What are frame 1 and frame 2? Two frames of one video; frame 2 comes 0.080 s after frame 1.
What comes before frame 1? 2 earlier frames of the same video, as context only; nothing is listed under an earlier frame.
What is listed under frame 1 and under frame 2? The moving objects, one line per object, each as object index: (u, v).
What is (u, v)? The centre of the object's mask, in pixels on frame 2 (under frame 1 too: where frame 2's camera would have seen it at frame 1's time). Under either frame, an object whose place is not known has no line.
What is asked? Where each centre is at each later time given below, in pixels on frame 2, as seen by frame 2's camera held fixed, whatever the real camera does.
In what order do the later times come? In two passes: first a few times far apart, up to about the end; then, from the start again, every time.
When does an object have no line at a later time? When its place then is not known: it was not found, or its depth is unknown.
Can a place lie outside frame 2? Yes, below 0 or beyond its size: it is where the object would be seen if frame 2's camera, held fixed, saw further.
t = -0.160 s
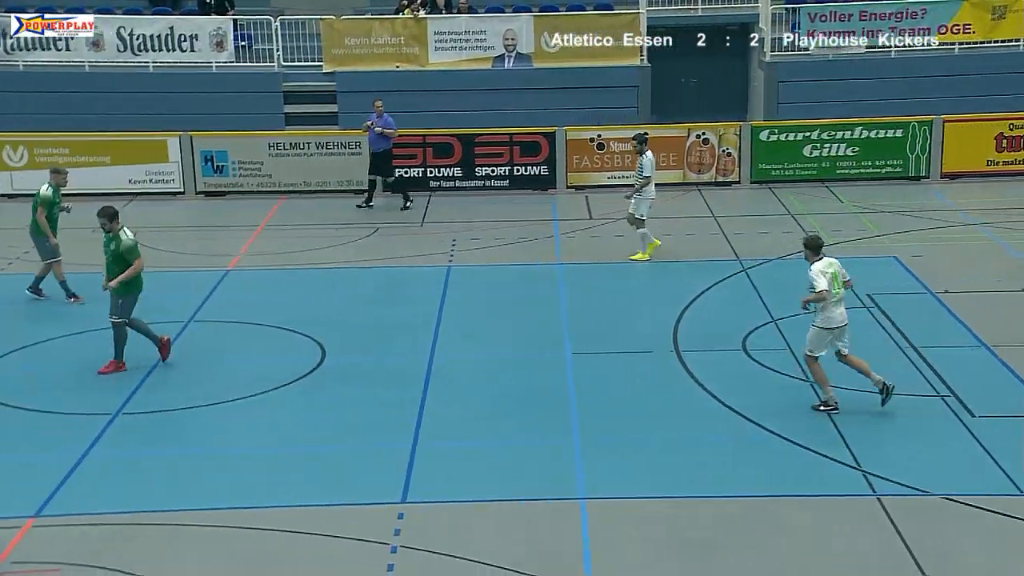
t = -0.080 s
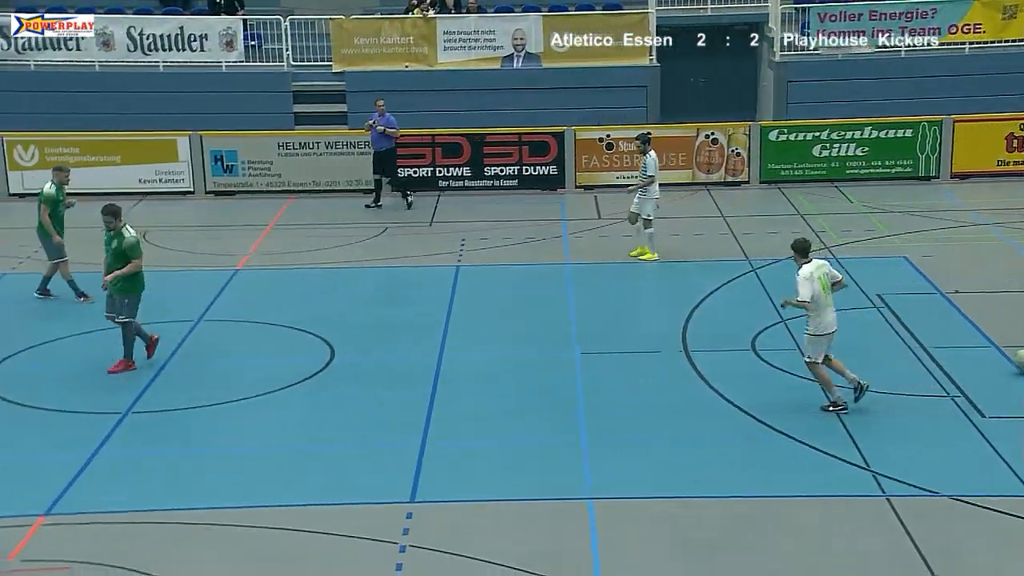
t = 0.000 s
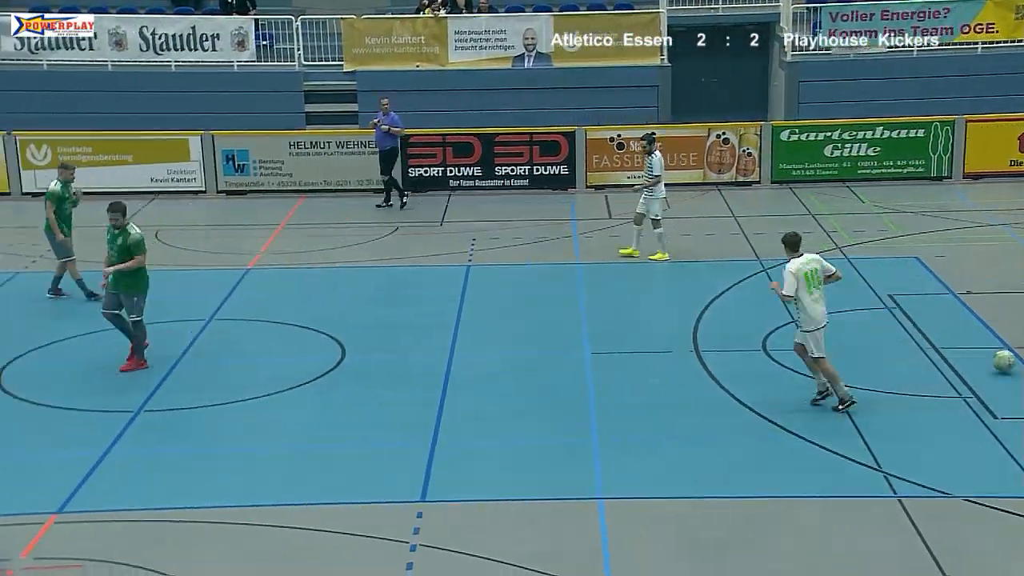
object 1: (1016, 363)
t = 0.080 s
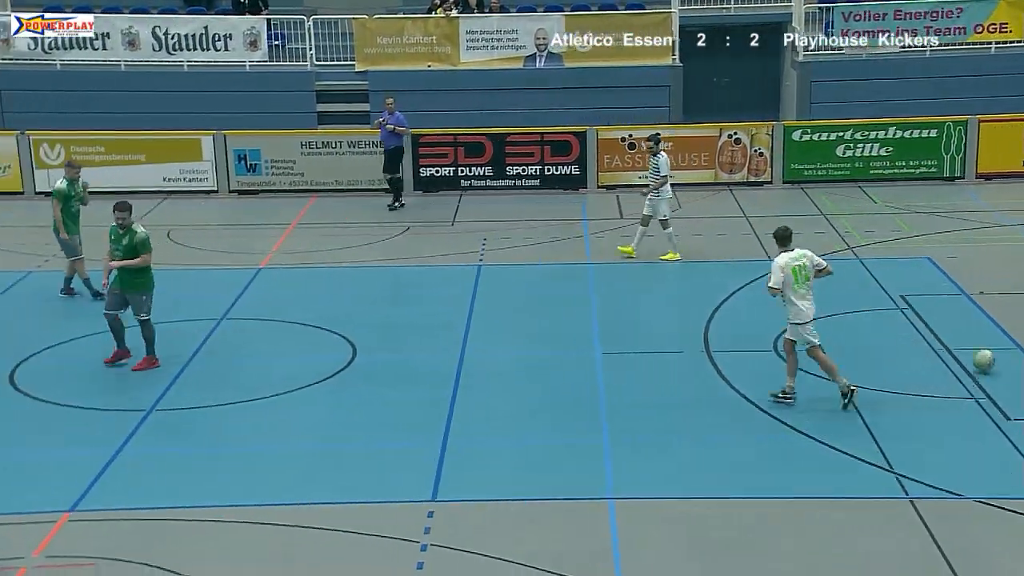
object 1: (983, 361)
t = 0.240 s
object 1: (920, 358)
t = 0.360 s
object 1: (874, 357)
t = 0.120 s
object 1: (967, 359)
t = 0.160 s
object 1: (950, 359)
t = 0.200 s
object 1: (935, 360)
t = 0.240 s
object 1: (920, 358)
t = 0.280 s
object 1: (905, 357)
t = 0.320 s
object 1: (889, 358)
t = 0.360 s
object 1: (874, 357)
